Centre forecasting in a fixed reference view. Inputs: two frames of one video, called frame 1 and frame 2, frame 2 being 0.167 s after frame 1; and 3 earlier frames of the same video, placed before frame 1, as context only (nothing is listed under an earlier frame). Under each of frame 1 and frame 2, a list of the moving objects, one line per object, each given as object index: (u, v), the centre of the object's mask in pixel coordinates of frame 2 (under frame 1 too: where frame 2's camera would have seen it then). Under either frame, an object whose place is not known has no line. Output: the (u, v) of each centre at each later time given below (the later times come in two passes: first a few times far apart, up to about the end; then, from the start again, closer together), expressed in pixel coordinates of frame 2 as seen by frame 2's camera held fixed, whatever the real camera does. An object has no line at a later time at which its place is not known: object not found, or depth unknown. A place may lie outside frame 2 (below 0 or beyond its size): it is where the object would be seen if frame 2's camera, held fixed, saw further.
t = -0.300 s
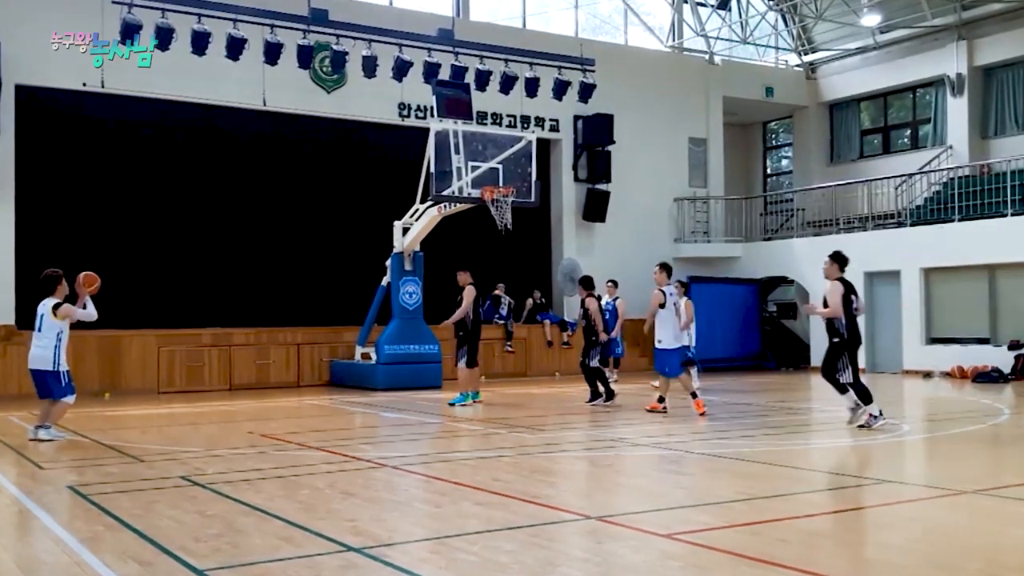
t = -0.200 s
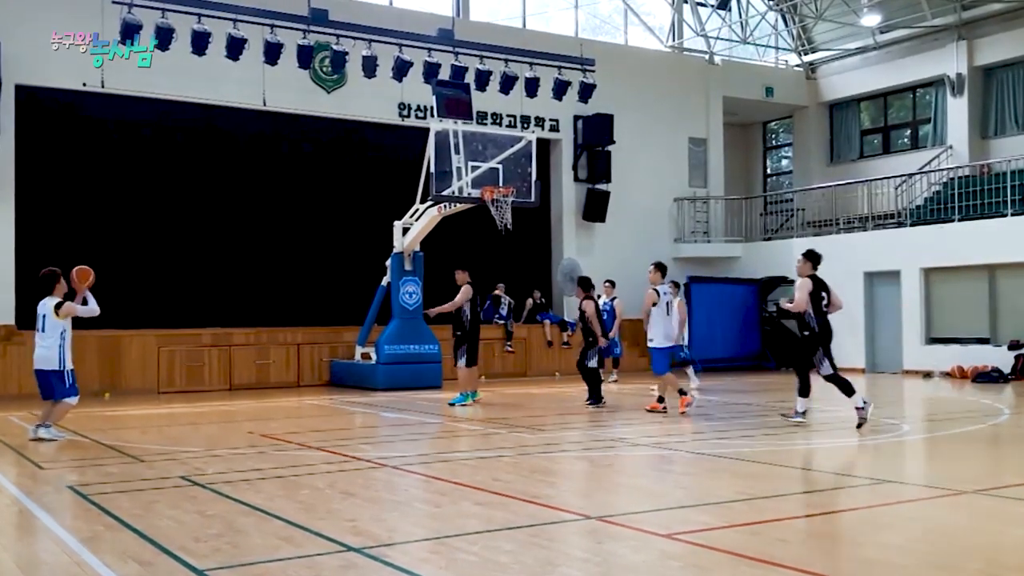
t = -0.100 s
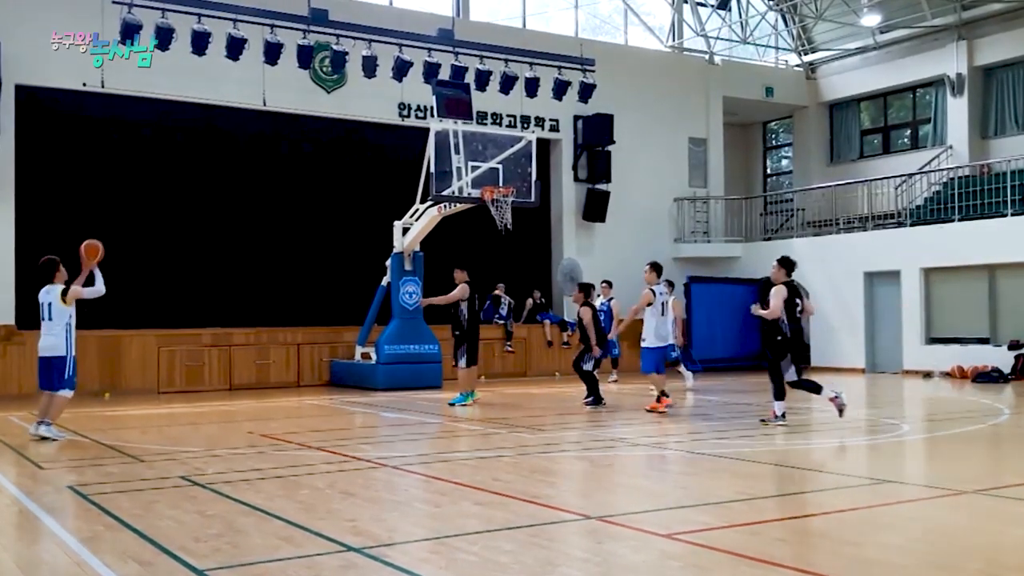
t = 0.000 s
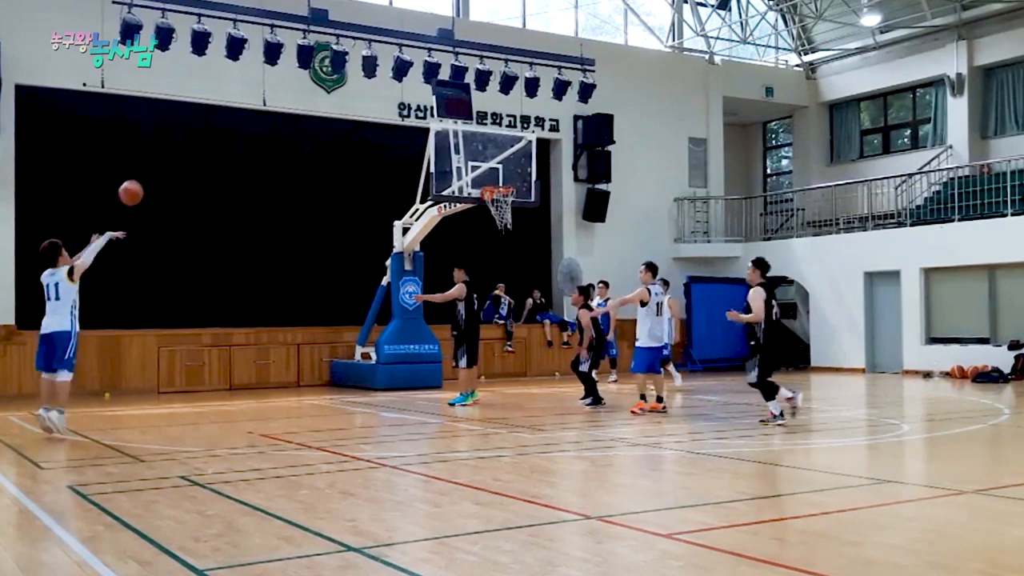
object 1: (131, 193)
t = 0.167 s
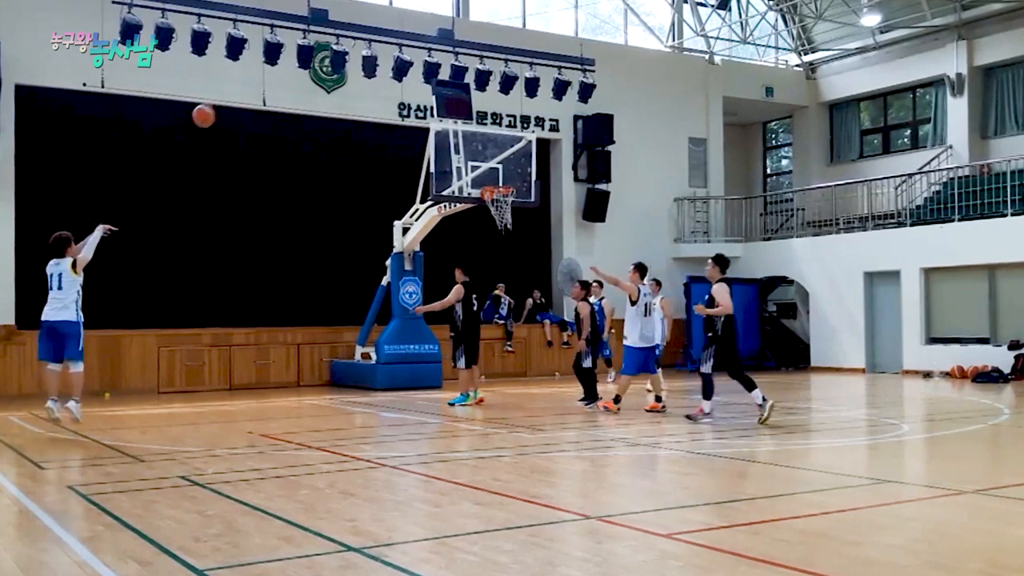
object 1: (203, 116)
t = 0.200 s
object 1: (217, 105)
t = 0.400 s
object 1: (291, 62)
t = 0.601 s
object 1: (356, 56)
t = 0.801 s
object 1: (414, 80)
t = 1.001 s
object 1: (465, 127)
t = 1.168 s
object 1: (503, 181)
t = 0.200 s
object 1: (217, 105)
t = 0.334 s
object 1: (268, 72)
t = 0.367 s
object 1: (279, 67)
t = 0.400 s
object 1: (291, 62)
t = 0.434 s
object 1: (303, 59)
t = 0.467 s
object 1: (314, 56)
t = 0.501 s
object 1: (324, 55)
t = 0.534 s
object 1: (336, 55)
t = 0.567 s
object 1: (346, 55)
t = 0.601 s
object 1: (356, 56)
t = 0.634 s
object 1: (367, 58)
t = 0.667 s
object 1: (376, 61)
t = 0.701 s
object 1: (386, 65)
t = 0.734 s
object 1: (396, 70)
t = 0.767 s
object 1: (405, 74)
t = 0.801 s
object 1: (414, 80)
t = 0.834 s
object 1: (423, 86)
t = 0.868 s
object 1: (431, 93)
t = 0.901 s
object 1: (440, 101)
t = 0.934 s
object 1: (449, 109)
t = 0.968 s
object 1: (456, 118)
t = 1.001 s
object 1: (465, 127)
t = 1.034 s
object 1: (473, 139)
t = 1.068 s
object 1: (480, 149)
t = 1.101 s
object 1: (488, 159)
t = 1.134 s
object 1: (495, 172)
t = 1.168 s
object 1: (503, 181)
